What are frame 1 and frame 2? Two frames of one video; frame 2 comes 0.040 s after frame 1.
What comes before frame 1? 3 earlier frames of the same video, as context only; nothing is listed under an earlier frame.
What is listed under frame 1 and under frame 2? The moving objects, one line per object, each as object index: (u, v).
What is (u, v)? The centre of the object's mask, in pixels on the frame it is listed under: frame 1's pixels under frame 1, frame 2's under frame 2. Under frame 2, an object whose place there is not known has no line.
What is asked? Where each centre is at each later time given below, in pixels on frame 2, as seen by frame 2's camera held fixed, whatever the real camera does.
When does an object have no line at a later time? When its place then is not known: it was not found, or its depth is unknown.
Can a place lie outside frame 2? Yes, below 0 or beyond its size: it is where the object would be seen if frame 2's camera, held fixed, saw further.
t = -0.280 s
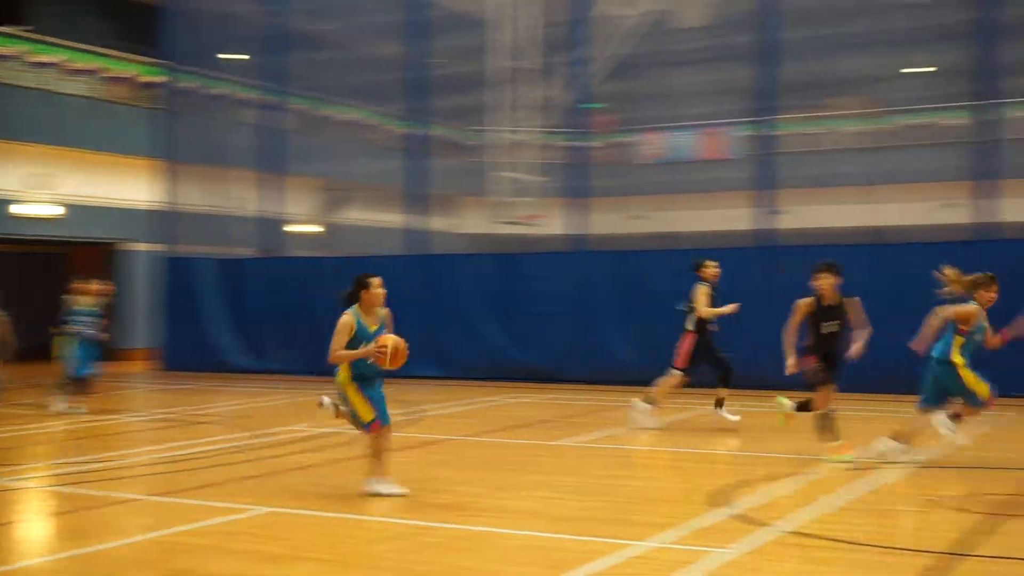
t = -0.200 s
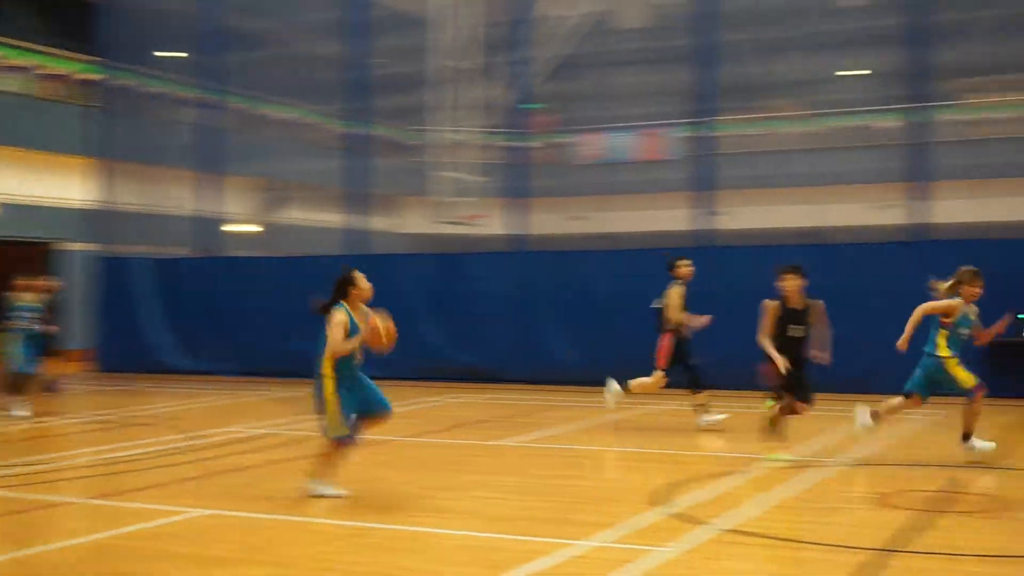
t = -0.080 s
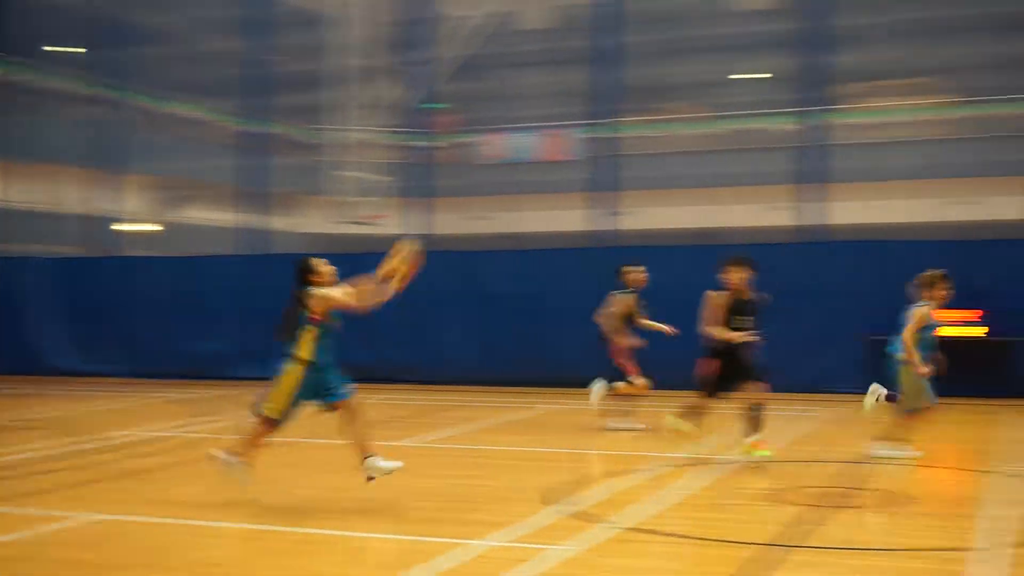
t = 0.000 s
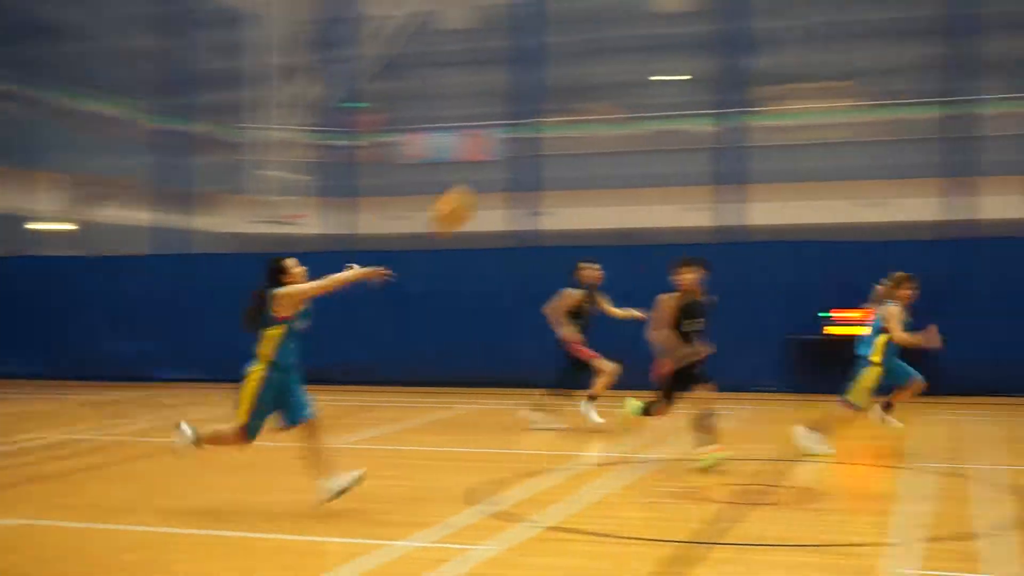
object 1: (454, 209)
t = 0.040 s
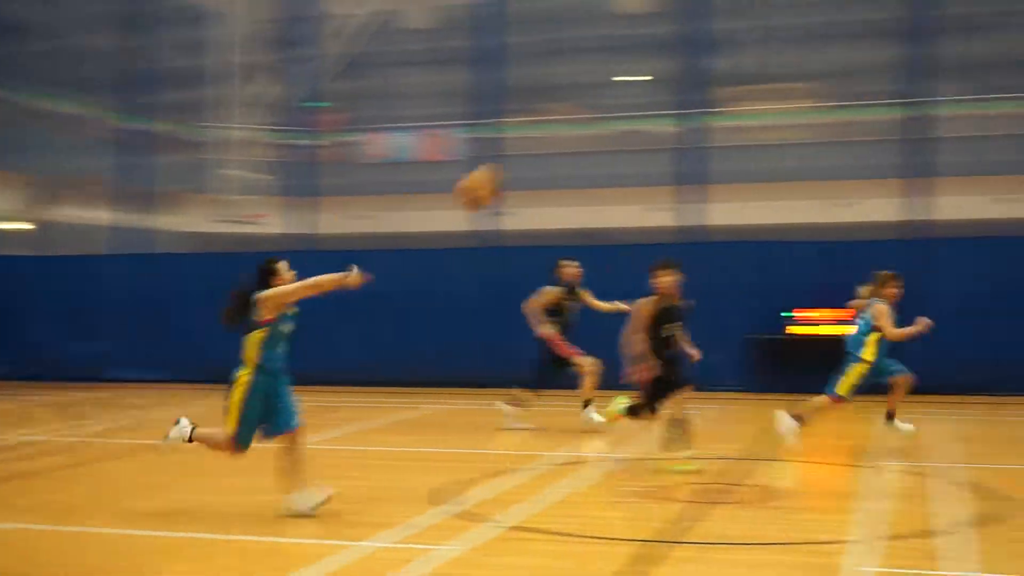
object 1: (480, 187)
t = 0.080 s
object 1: (543, 168)
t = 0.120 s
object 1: (608, 150)
